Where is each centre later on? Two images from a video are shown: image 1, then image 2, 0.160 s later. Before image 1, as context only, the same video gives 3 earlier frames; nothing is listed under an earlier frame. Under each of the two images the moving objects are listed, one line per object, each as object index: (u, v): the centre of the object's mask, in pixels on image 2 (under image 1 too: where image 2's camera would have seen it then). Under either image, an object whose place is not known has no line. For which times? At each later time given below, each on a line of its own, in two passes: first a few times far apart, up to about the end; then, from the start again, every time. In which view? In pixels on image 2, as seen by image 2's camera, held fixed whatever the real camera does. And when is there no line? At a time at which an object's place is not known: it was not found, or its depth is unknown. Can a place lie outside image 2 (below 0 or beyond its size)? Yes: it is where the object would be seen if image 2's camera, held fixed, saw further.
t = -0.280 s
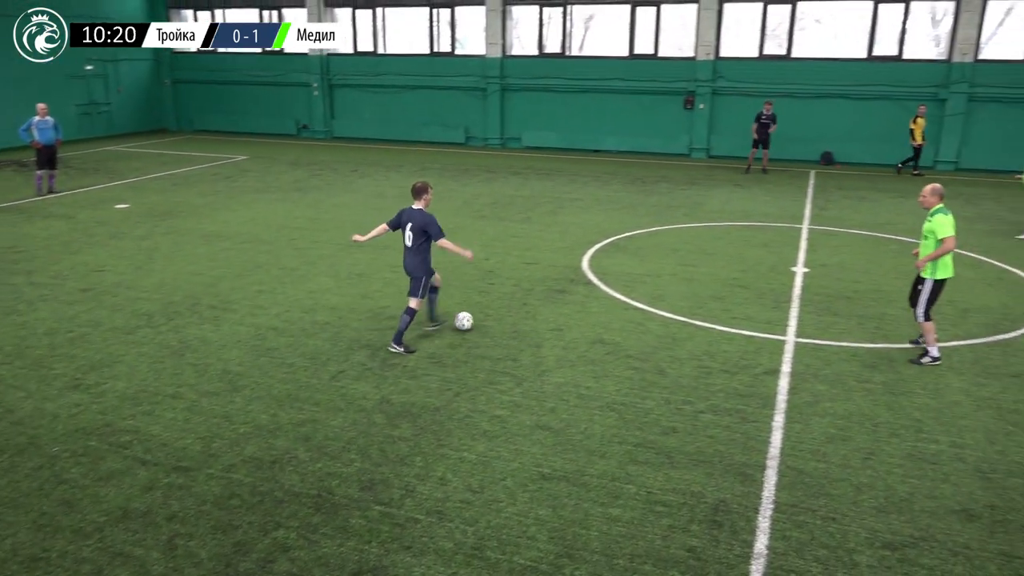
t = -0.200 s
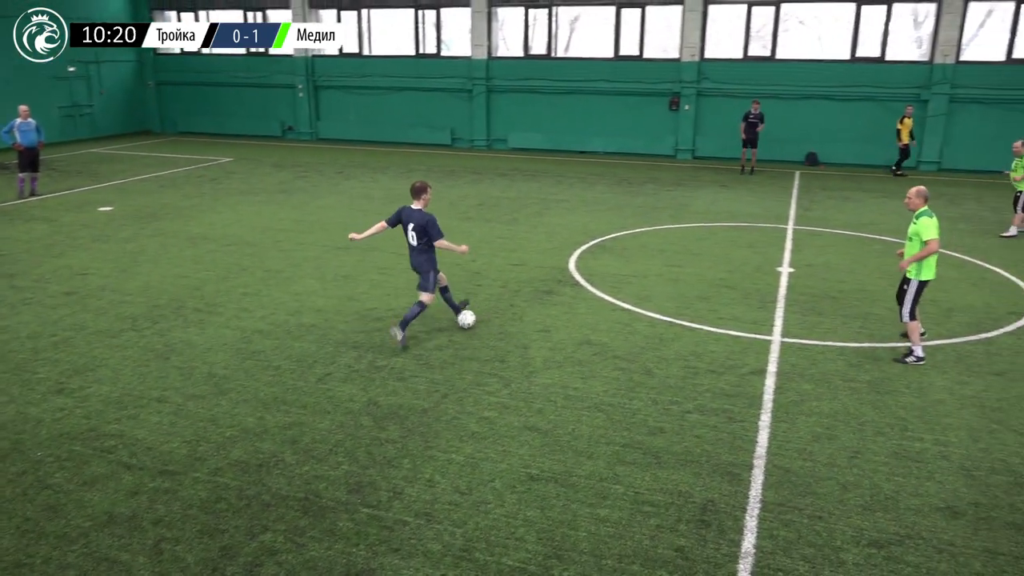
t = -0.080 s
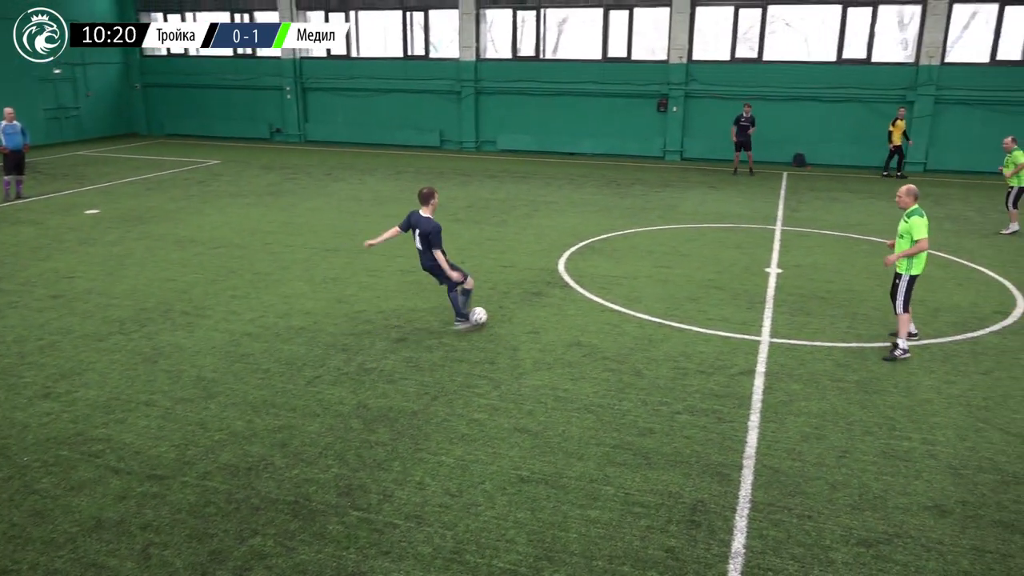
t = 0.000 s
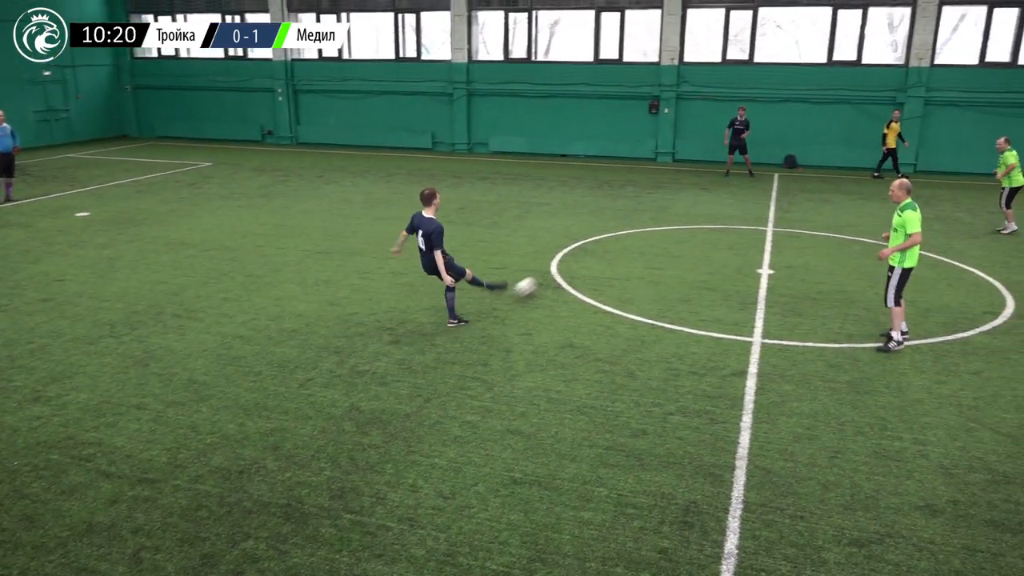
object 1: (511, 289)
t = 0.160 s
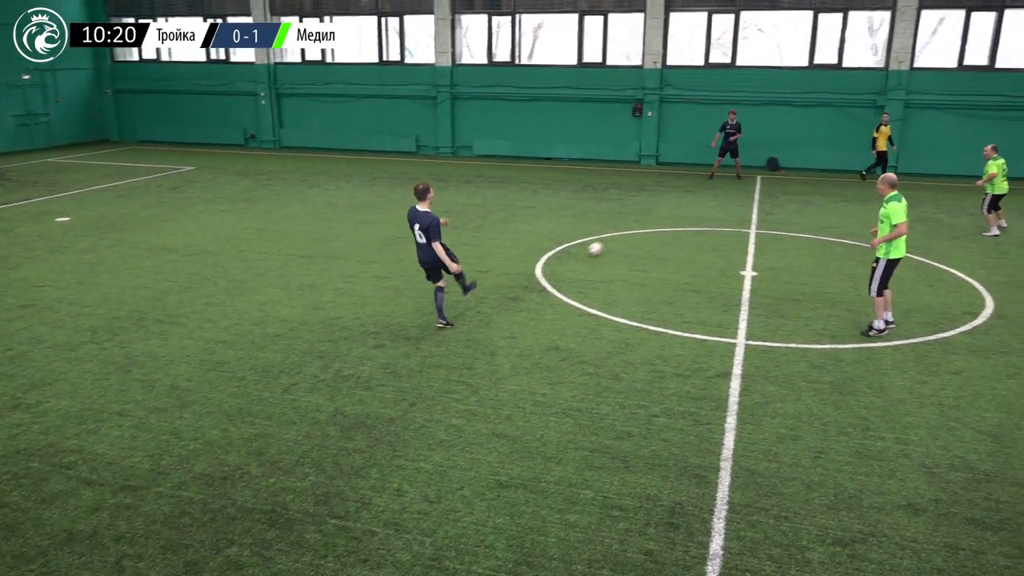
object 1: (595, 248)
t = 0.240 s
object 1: (622, 232)
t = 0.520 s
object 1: (681, 198)
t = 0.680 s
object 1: (699, 185)
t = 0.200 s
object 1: (609, 240)
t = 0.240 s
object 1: (622, 232)
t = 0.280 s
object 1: (634, 226)
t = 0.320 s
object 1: (645, 221)
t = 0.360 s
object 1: (653, 215)
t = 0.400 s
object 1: (661, 210)
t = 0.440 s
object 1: (669, 205)
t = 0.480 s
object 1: (676, 202)
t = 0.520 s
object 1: (681, 198)
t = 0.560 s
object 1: (686, 195)
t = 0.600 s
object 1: (691, 192)
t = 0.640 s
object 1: (695, 188)
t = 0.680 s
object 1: (699, 185)
